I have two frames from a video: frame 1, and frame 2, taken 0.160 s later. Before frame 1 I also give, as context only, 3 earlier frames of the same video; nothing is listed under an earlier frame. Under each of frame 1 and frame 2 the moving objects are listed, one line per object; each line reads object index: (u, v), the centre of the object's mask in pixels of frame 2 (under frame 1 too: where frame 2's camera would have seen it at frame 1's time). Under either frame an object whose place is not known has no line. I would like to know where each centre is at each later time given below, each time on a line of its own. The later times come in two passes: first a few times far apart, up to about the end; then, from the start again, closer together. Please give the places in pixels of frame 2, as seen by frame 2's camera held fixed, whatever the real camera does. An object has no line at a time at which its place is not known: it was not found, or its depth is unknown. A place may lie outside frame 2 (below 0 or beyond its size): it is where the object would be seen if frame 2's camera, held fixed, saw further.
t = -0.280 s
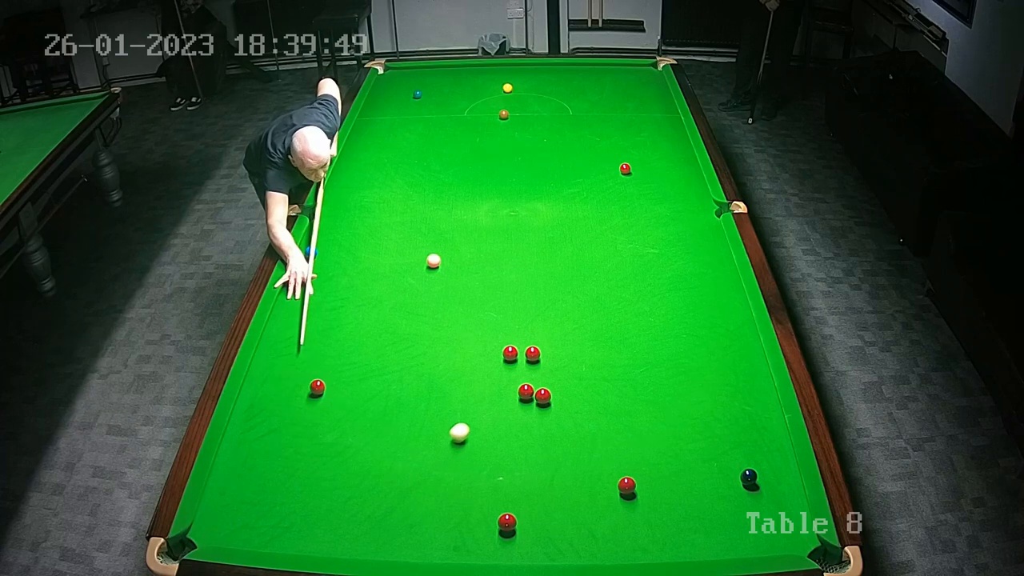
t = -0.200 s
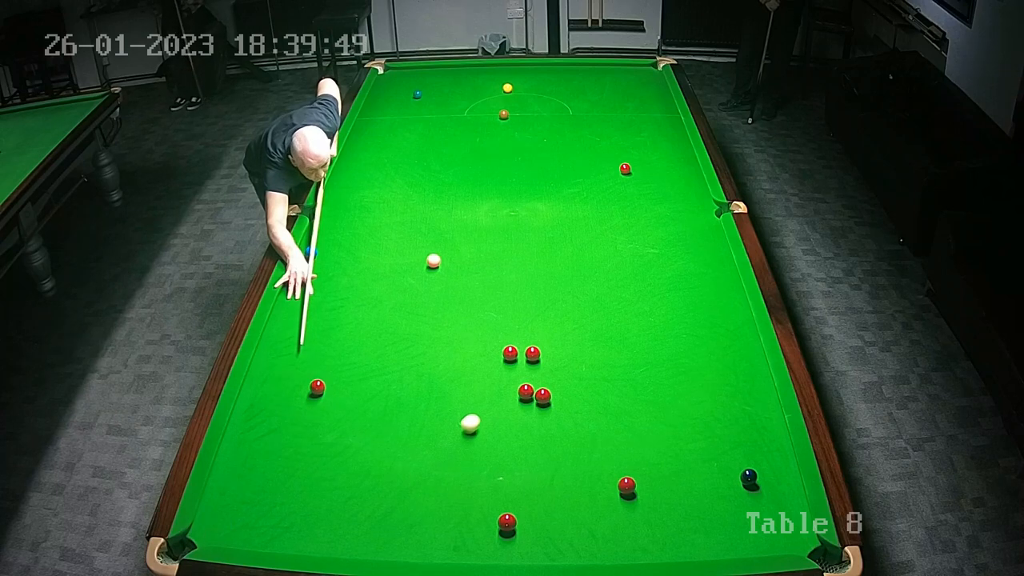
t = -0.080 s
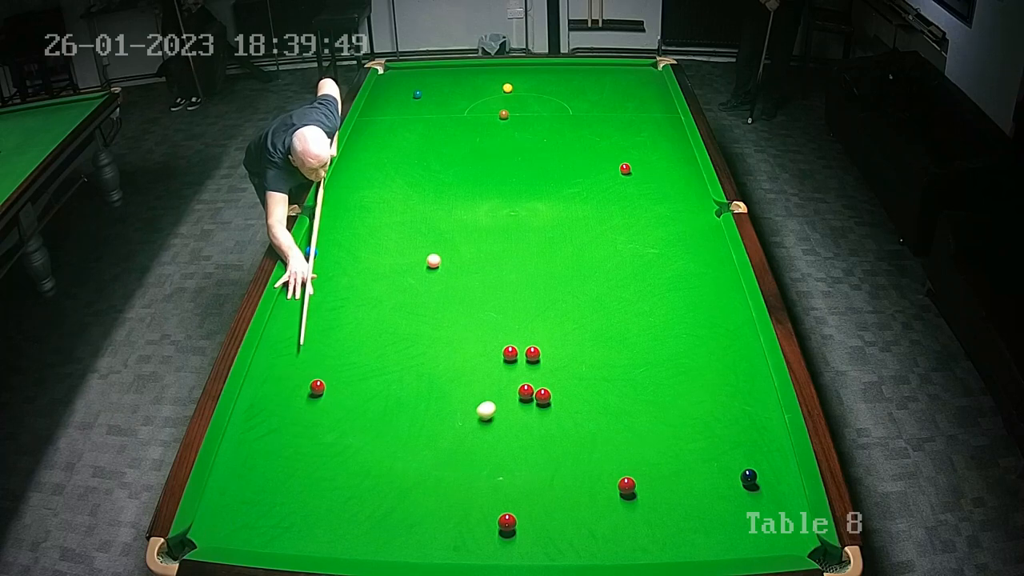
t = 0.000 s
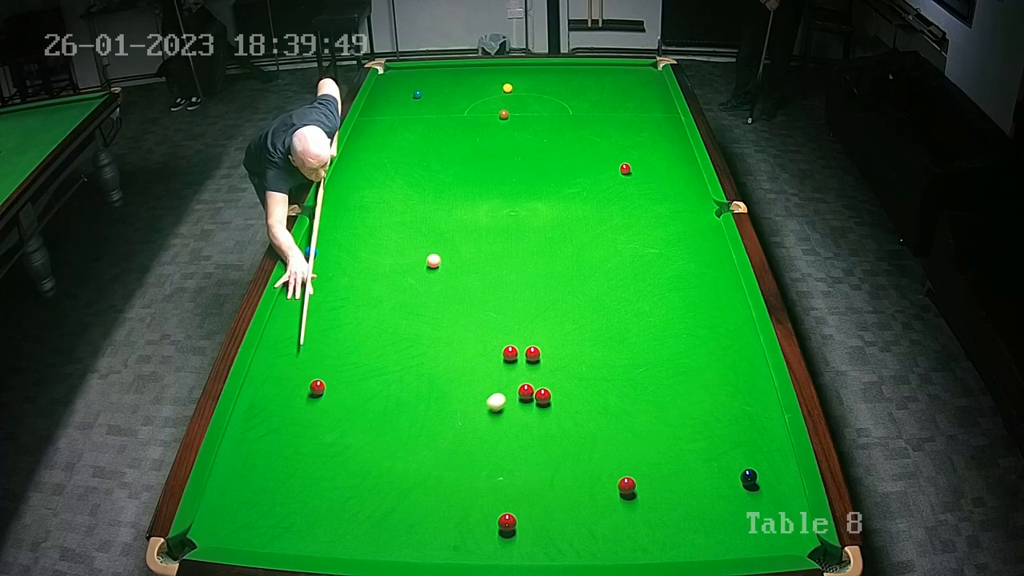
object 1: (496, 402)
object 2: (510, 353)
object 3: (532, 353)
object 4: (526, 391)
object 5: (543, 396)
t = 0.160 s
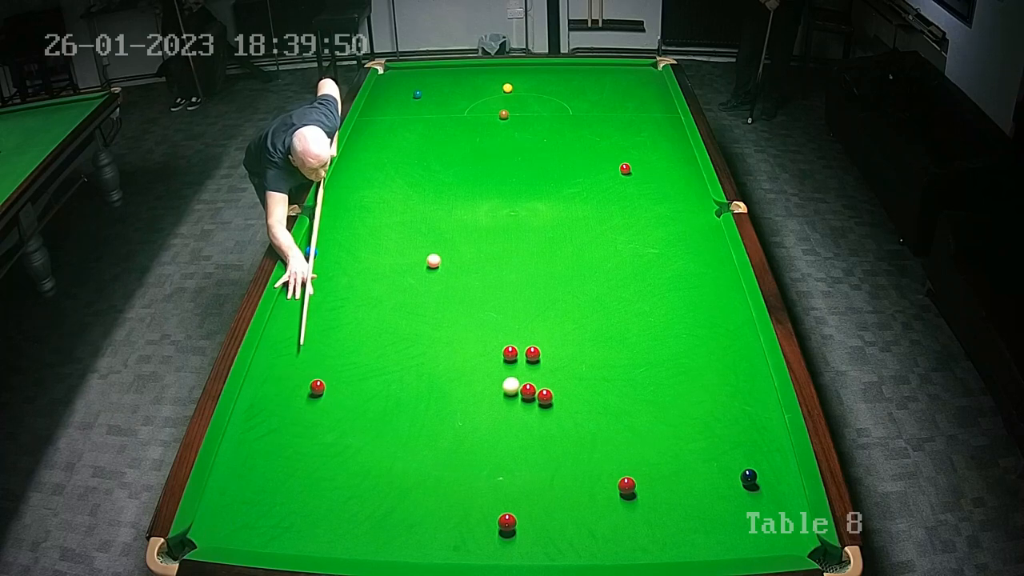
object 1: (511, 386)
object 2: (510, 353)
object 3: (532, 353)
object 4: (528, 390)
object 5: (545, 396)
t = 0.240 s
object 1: (513, 378)
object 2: (510, 353)
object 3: (532, 353)
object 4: (529, 389)
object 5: (549, 397)
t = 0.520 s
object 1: (521, 359)
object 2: (507, 350)
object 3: (536, 351)
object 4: (532, 386)
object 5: (562, 401)
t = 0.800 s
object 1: (522, 355)
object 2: (500, 343)
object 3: (547, 345)
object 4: (534, 384)
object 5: (573, 404)
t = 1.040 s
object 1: (523, 353)
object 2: (495, 337)
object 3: (556, 341)
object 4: (534, 384)
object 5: (580, 405)
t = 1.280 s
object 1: (524, 351)
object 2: (491, 333)
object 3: (562, 337)
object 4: (534, 384)
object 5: (586, 407)
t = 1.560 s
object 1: (524, 351)
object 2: (487, 329)
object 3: (569, 333)
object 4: (534, 384)
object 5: (592, 408)
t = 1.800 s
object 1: (524, 351)
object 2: (485, 326)
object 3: (573, 331)
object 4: (534, 384)
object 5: (595, 408)
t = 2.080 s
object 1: (524, 351)
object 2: (483, 324)
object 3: (577, 329)
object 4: (534, 384)
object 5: (596, 409)
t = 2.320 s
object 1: (524, 351)
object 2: (481, 323)
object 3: (578, 328)
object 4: (534, 384)
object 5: (596, 409)
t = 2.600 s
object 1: (524, 351)
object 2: (481, 322)
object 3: (579, 328)
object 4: (534, 384)
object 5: (595, 408)
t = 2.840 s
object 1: (524, 351)
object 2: (481, 322)
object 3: (579, 328)
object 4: (534, 384)
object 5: (595, 408)
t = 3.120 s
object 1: (524, 351)
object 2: (481, 322)
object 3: (579, 328)
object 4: (534, 384)
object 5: (595, 408)
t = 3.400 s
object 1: (524, 351)
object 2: (481, 322)
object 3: (579, 328)
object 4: (534, 384)
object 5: (595, 408)
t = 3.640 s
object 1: (524, 351)
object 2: (481, 322)
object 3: (579, 328)
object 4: (534, 384)
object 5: (595, 409)
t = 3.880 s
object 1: (524, 351)
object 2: (481, 322)
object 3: (579, 328)
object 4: (534, 384)
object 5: (595, 408)
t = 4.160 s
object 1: (524, 351)
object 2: (481, 322)
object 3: (578, 328)
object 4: (534, 384)
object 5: (595, 408)
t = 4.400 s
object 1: (524, 351)
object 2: (481, 322)
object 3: (579, 328)
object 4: (534, 384)
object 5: (595, 408)
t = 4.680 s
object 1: (524, 351)
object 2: (481, 322)
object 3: (578, 328)
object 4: (534, 384)
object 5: (595, 409)
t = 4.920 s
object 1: (524, 351)
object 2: (481, 322)
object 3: (579, 328)
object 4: (534, 384)
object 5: (595, 409)
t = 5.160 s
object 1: (524, 351)
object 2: (481, 322)
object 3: (579, 328)
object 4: (534, 384)
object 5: (595, 409)
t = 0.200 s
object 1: (512, 382)
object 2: (510, 353)
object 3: (532, 353)
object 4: (528, 390)
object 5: (547, 397)
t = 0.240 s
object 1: (513, 378)
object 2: (510, 353)
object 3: (532, 353)
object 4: (529, 389)
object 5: (549, 397)
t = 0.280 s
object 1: (515, 375)
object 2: (510, 353)
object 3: (532, 353)
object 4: (529, 389)
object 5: (551, 398)
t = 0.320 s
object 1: (516, 371)
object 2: (510, 353)
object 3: (532, 353)
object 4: (530, 388)
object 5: (553, 398)
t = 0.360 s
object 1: (517, 367)
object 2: (510, 353)
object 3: (532, 353)
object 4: (530, 388)
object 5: (555, 399)
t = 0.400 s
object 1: (518, 364)
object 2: (509, 352)
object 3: (532, 353)
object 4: (531, 387)
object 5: (557, 399)
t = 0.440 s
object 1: (520, 361)
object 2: (509, 352)
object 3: (533, 353)
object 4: (531, 387)
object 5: (558, 400)
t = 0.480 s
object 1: (521, 360)
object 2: (508, 351)
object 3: (534, 352)
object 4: (531, 387)
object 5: (560, 400)
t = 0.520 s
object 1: (521, 359)
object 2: (507, 350)
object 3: (536, 351)
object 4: (532, 386)
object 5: (562, 401)
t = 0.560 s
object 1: (521, 359)
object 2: (506, 349)
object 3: (538, 350)
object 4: (532, 386)
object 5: (563, 401)
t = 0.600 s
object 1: (521, 358)
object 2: (505, 348)
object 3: (540, 349)
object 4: (532, 386)
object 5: (565, 402)
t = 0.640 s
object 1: (521, 357)
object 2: (504, 347)
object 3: (541, 349)
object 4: (533, 385)
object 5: (567, 402)
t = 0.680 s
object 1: (521, 357)
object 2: (503, 346)
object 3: (543, 348)
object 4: (533, 385)
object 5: (568, 403)
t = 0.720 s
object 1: (521, 356)
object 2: (502, 345)
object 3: (544, 347)
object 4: (533, 385)
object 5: (570, 403)
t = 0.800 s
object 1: (522, 355)
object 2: (500, 343)
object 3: (547, 345)
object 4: (534, 384)
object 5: (573, 404)
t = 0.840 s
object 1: (522, 355)
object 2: (499, 342)
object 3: (549, 344)
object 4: (534, 384)
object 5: (574, 404)
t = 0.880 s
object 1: (522, 354)
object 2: (498, 341)
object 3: (550, 344)
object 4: (534, 384)
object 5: (575, 404)
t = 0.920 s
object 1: (522, 354)
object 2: (498, 340)
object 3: (552, 343)
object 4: (534, 384)
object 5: (577, 405)
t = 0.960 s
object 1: (523, 353)
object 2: (497, 339)
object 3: (553, 342)
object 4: (534, 384)
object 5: (578, 405)
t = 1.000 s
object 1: (523, 353)
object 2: (496, 338)
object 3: (554, 341)
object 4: (534, 384)
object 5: (579, 405)
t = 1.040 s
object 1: (523, 353)
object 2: (495, 337)
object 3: (556, 341)
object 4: (534, 384)
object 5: (580, 405)
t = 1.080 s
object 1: (523, 352)
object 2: (494, 337)
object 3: (557, 340)
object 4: (534, 384)
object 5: (582, 406)
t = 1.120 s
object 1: (523, 352)
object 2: (494, 336)
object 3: (558, 339)
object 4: (534, 384)
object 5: (583, 406)
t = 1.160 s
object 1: (523, 352)
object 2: (493, 335)
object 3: (559, 339)
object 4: (534, 384)
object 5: (584, 406)
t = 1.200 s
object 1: (524, 352)
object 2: (492, 334)
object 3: (560, 338)
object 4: (534, 384)
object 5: (585, 406)
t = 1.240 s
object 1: (524, 352)
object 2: (491, 334)
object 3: (561, 337)
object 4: (534, 384)
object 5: (586, 407)
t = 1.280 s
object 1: (524, 351)
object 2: (491, 333)
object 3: (562, 337)
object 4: (534, 384)
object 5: (586, 407)
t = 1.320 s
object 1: (524, 351)
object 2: (490, 332)
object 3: (563, 336)
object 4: (534, 384)
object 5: (587, 407)
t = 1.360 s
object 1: (524, 351)
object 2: (490, 332)
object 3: (565, 336)
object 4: (534, 384)
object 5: (588, 408)
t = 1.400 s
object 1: (524, 351)
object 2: (489, 331)
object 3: (566, 335)
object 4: (534, 384)
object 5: (589, 408)
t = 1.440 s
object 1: (524, 351)
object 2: (489, 330)
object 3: (566, 335)
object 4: (534, 384)
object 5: (590, 408)
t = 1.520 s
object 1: (524, 351)
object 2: (488, 329)
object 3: (568, 334)
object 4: (534, 384)
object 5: (591, 408)
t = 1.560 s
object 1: (524, 351)
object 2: (487, 329)
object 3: (569, 333)
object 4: (534, 384)
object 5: (592, 408)
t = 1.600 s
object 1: (524, 351)
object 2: (487, 328)
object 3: (570, 333)
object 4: (534, 384)
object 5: (593, 408)
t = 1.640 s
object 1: (524, 351)
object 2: (486, 328)
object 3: (570, 332)
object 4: (534, 384)
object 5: (593, 408)
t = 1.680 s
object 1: (524, 351)
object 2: (486, 327)
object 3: (571, 332)
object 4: (534, 384)
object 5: (594, 408)
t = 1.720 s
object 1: (524, 351)
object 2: (485, 327)
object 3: (572, 332)
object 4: (534, 384)
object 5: (594, 408)
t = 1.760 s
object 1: (524, 351)
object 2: (485, 326)
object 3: (573, 331)
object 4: (534, 384)
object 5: (594, 408)
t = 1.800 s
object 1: (524, 351)
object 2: (485, 326)
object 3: (573, 331)
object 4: (534, 384)
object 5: (595, 408)
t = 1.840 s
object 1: (524, 351)
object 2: (484, 325)
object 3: (574, 330)
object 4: (534, 384)
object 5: (595, 408)
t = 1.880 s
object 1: (524, 351)
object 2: (484, 325)
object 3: (574, 330)
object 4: (534, 384)
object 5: (595, 409)
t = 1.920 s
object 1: (524, 351)
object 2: (484, 325)
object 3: (575, 330)
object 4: (534, 384)
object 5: (596, 409)
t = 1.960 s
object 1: (524, 351)
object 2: (484, 324)
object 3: (575, 330)
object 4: (534, 384)
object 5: (596, 409)
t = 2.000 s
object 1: (524, 351)
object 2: (483, 324)
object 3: (576, 329)
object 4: (534, 384)
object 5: (596, 409)
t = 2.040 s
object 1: (524, 351)
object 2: (483, 324)
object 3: (576, 329)
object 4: (534, 384)
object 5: (596, 409)
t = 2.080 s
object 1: (524, 351)
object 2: (483, 324)
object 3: (577, 329)
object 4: (534, 384)
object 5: (596, 409)
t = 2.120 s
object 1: (524, 351)
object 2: (483, 323)
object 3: (577, 328)
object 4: (534, 384)
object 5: (596, 409)
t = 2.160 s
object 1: (524, 351)
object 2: (482, 323)
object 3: (577, 329)
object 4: (534, 384)
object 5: (596, 409)
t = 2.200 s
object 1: (524, 351)
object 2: (482, 323)
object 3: (578, 328)
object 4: (534, 384)
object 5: (596, 409)
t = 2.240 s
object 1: (524, 351)
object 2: (482, 323)
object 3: (578, 328)
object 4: (534, 384)
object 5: (596, 409)
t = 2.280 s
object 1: (524, 351)
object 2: (482, 323)
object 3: (578, 328)
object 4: (534, 384)
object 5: (596, 409)
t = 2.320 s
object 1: (524, 351)
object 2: (481, 323)
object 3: (578, 328)
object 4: (534, 384)
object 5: (596, 409)
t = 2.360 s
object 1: (524, 351)
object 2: (481, 322)
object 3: (579, 328)
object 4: (534, 384)
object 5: (596, 409)
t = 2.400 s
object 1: (524, 351)
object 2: (481, 322)
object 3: (579, 328)
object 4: (534, 384)
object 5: (596, 409)
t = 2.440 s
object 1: (524, 351)
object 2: (481, 322)
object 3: (579, 328)
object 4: (534, 384)
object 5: (595, 409)
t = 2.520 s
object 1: (524, 351)
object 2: (481, 322)
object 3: (579, 328)
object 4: (534, 384)
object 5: (595, 409)
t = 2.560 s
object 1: (524, 351)
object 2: (481, 322)
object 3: (579, 328)
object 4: (534, 384)
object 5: (595, 409)
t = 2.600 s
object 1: (524, 351)
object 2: (481, 322)
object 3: (579, 328)
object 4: (534, 384)
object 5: (595, 408)
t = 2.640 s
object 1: (524, 351)
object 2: (481, 322)
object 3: (579, 328)
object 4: (534, 384)
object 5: (595, 408)
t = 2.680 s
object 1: (524, 351)
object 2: (481, 322)
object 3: (579, 328)
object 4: (534, 384)
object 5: (595, 408)
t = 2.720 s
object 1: (524, 351)
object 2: (481, 322)
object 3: (579, 328)
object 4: (534, 384)
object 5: (595, 408)
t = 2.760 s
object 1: (524, 351)
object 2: (481, 322)
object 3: (579, 328)
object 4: (534, 384)
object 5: (595, 408)
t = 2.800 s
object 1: (524, 351)
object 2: (481, 322)
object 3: (579, 328)
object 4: (534, 384)
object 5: (595, 408)
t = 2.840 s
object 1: (524, 351)
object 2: (481, 322)
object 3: (579, 328)
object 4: (534, 384)
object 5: (595, 408)
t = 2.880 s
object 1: (524, 351)
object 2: (481, 322)
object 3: (579, 328)
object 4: (534, 384)
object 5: (595, 408)
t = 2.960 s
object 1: (524, 351)
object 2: (481, 322)
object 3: (579, 328)
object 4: (534, 384)
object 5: (595, 408)
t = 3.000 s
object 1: (524, 351)
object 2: (481, 322)
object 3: (579, 328)
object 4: (534, 384)
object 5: (595, 408)
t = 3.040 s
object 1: (524, 351)
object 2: (481, 322)
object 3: (579, 328)
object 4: (534, 384)
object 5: (595, 408)
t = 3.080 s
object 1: (524, 351)
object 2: (481, 322)
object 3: (579, 328)
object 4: (534, 384)
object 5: (595, 408)
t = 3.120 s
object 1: (524, 351)
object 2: (481, 322)
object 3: (579, 328)
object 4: (534, 384)
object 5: (595, 408)
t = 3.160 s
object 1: (524, 351)
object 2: (481, 322)
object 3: (579, 328)
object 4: (534, 384)
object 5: (595, 408)
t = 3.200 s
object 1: (524, 351)
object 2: (481, 322)
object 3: (579, 328)
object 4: (534, 384)
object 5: (595, 408)
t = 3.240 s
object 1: (524, 351)
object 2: (481, 322)
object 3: (579, 328)
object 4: (534, 384)
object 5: (595, 408)
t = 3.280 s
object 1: (524, 351)
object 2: (481, 322)
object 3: (579, 328)
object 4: (534, 384)
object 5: (595, 408)
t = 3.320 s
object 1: (524, 351)
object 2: (481, 322)
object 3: (579, 328)
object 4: (534, 384)
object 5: (595, 408)
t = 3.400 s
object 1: (524, 351)
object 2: (481, 322)
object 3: (579, 328)
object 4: (534, 384)
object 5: (595, 408)
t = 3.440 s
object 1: (524, 351)
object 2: (481, 322)
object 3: (579, 328)
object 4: (534, 384)
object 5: (595, 408)
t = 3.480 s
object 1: (524, 351)
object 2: (481, 322)
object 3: (579, 328)
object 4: (534, 384)
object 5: (595, 409)
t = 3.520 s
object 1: (524, 351)
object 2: (481, 322)
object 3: (579, 328)
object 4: (534, 384)
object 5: (595, 409)
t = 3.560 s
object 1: (524, 351)
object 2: (481, 322)
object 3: (579, 328)
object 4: (534, 384)
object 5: (595, 409)
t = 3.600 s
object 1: (524, 351)
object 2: (481, 322)
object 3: (579, 328)
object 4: (534, 384)
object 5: (595, 409)
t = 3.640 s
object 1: (524, 351)
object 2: (481, 322)
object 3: (579, 328)
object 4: (534, 384)
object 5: (595, 409)
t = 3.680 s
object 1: (524, 351)
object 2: (481, 322)
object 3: (579, 328)
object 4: (534, 384)
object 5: (595, 408)
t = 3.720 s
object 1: (524, 351)
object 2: (481, 322)
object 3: (579, 328)
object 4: (534, 384)
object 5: (595, 408)
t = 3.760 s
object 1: (524, 351)
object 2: (481, 322)
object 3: (579, 328)
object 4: (534, 384)
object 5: (595, 408)
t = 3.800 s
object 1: (524, 351)
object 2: (481, 322)
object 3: (579, 328)
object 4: (534, 384)
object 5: (595, 408)
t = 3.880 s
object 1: (524, 351)
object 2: (481, 322)
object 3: (579, 328)
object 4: (534, 384)
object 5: (595, 408)
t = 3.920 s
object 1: (524, 351)
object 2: (481, 322)
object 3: (579, 328)
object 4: (534, 384)
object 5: (595, 408)
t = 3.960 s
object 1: (524, 351)
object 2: (481, 322)
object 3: (579, 328)
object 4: (534, 384)
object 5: (595, 408)
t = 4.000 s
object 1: (524, 351)
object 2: (481, 322)
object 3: (578, 328)
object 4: (534, 384)
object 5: (595, 408)
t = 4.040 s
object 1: (524, 351)
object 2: (481, 322)
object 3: (579, 328)
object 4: (534, 384)
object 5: (595, 408)
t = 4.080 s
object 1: (524, 351)
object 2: (481, 322)
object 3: (578, 328)
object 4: (534, 384)
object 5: (595, 408)
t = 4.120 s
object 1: (524, 351)
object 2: (481, 322)
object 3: (579, 328)
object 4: (534, 384)
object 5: (595, 408)
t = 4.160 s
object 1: (524, 351)
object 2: (481, 322)
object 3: (578, 328)
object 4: (534, 384)
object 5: (595, 408)
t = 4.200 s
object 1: (524, 351)
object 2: (481, 322)
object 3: (579, 328)
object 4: (534, 384)
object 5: (595, 408)
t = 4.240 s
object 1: (524, 351)
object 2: (481, 322)
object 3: (578, 328)
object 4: (534, 384)
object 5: (595, 408)
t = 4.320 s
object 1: (524, 351)
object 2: (481, 322)
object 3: (578, 328)
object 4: (534, 384)
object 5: (595, 408)
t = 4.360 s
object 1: (524, 351)
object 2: (481, 322)
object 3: (578, 328)
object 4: (534, 384)
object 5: (595, 408)
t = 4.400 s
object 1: (524, 351)
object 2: (481, 322)
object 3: (579, 328)
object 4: (534, 384)
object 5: (595, 408)
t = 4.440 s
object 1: (524, 351)
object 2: (481, 322)
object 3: (578, 328)
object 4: (534, 384)
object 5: (595, 408)
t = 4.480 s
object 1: (524, 351)
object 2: (481, 322)
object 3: (579, 328)
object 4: (534, 384)
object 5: (595, 408)
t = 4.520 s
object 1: (524, 351)
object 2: (481, 322)
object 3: (579, 328)
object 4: (534, 384)
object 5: (595, 408)
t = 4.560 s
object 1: (524, 350)
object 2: (481, 322)
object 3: (579, 328)
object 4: (534, 384)
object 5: (595, 408)
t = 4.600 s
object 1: (524, 351)
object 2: (481, 322)
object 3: (578, 328)
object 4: (534, 384)
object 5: (595, 408)
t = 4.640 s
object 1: (524, 351)
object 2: (481, 322)
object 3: (578, 328)
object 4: (534, 384)
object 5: (595, 409)
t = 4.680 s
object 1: (524, 351)
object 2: (481, 322)
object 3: (578, 328)
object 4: (534, 384)
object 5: (595, 409)
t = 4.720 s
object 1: (524, 351)
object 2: (481, 322)
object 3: (578, 328)
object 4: (534, 384)
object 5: (595, 409)
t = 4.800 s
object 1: (524, 351)
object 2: (481, 322)
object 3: (579, 328)
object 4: (534, 384)
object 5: (595, 409)
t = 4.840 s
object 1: (524, 351)
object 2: (481, 322)
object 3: (579, 328)
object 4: (534, 384)
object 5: (595, 409)
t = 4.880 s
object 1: (524, 351)
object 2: (481, 322)
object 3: (579, 328)
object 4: (534, 384)
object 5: (595, 409)
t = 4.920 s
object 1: (524, 351)
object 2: (481, 322)
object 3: (579, 328)
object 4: (534, 384)
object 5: (595, 409)
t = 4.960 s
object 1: (524, 351)
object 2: (481, 322)
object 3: (579, 328)
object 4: (534, 384)
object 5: (595, 409)
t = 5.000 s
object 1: (524, 351)
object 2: (481, 322)
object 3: (579, 328)
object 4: (534, 384)
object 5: (595, 409)
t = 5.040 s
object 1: (524, 351)
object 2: (481, 322)
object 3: (579, 328)
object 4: (534, 384)
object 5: (595, 409)
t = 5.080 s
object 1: (524, 351)
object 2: (481, 322)
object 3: (579, 328)
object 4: (534, 384)
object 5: (595, 409)
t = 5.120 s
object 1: (524, 351)
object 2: (481, 322)
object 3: (579, 328)
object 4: (534, 384)
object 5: (595, 409)
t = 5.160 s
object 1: (524, 351)
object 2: (481, 322)
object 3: (579, 328)
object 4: (534, 384)
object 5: (595, 409)
